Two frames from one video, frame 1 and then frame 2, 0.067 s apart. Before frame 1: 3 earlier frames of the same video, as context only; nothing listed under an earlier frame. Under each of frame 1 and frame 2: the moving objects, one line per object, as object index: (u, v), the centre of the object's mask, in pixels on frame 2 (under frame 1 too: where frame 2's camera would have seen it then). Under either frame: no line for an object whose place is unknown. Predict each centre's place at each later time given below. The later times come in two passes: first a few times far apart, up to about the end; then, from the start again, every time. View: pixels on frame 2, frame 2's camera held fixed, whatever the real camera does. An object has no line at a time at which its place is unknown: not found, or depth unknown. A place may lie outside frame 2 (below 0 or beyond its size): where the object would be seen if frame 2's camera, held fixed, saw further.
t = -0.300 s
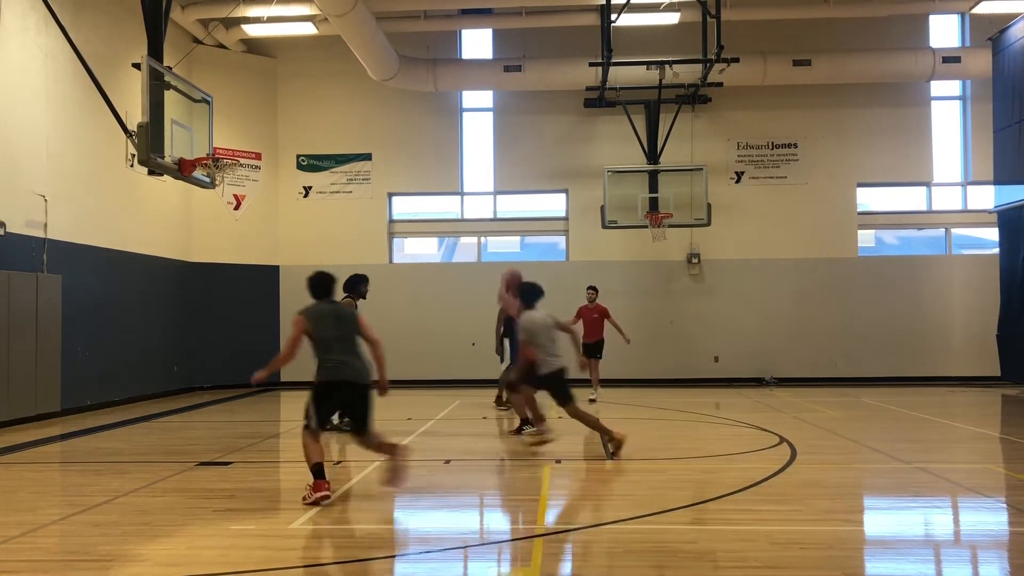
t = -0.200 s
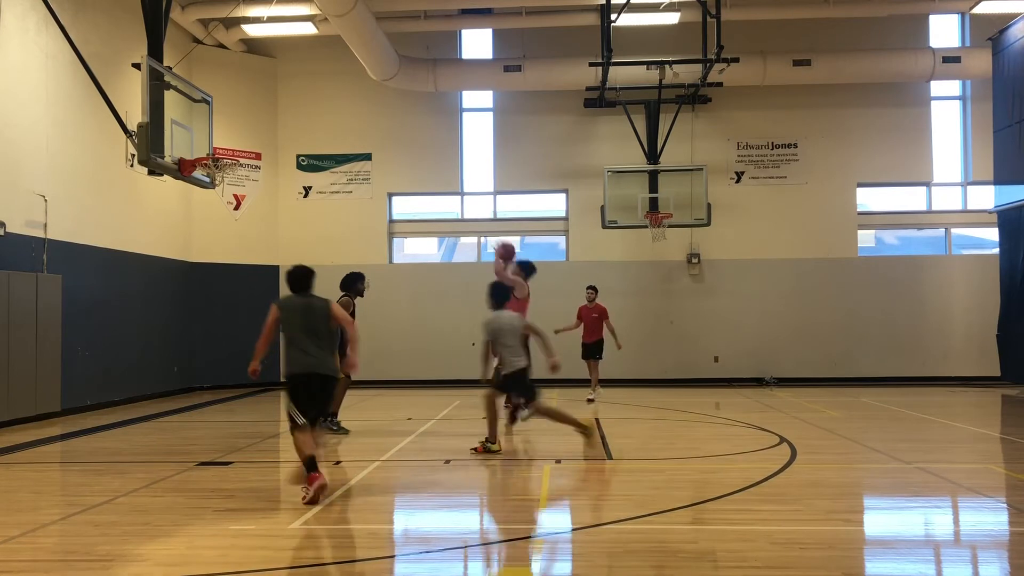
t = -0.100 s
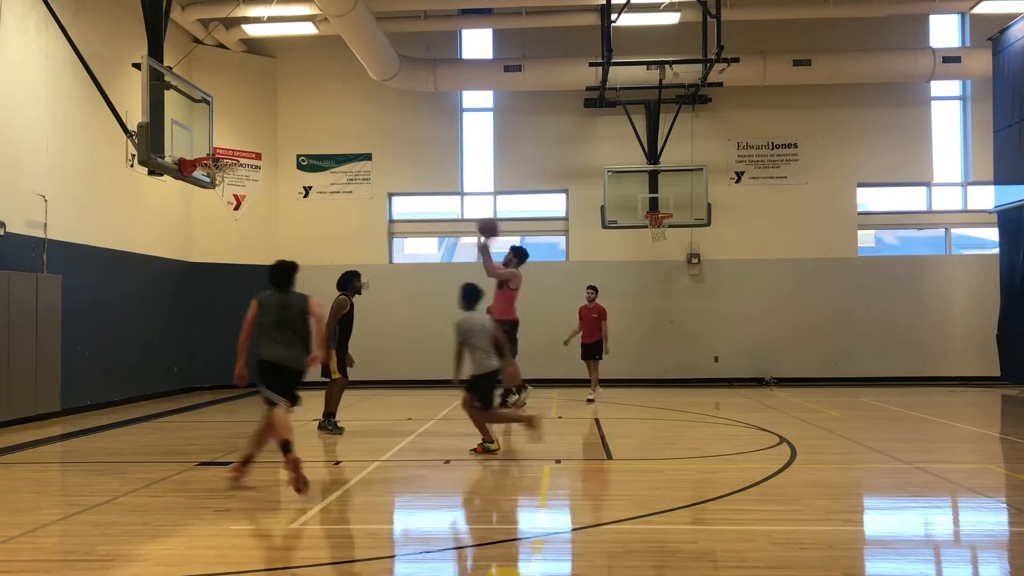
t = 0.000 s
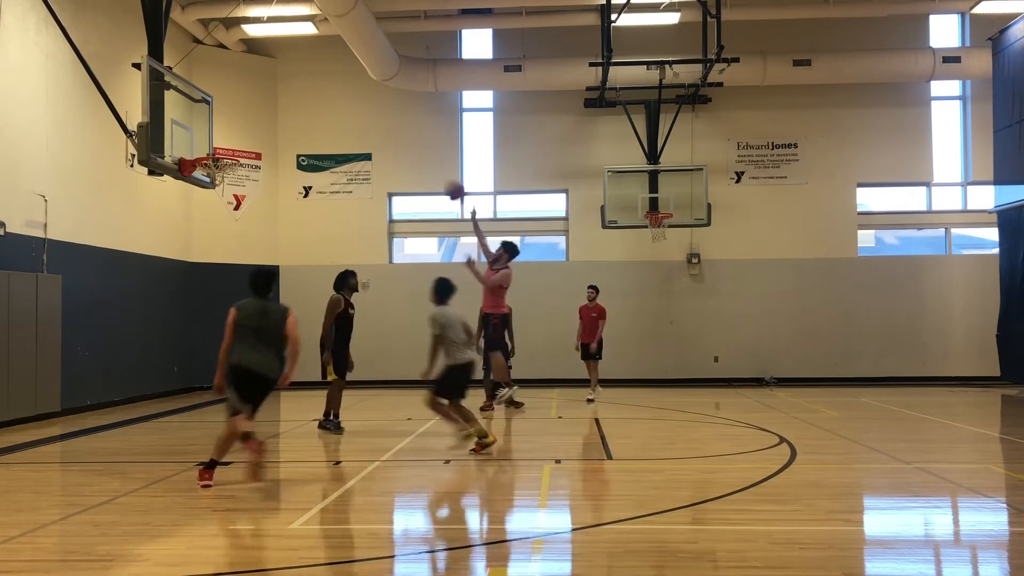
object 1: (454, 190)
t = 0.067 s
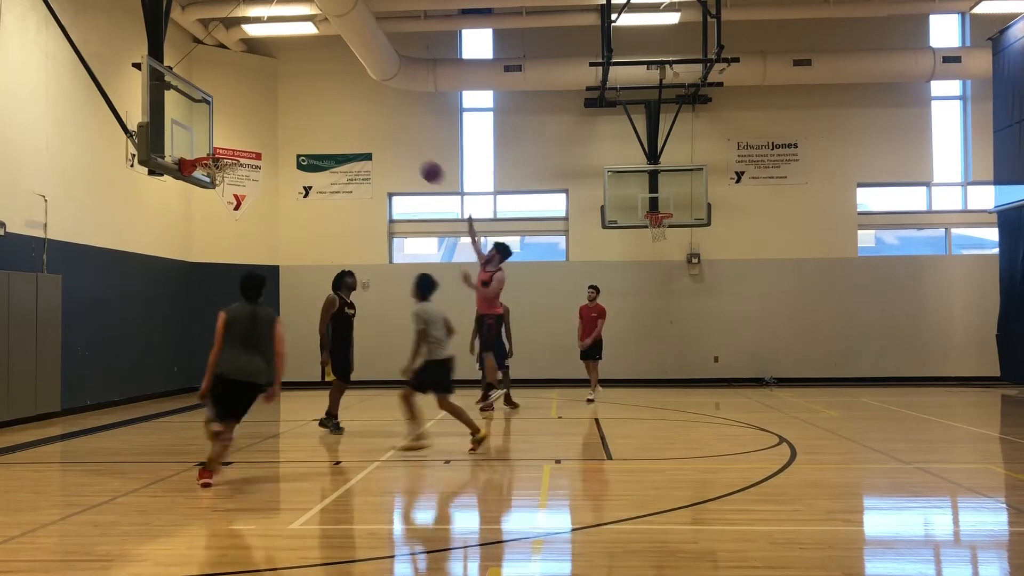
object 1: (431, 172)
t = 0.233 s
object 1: (371, 139)
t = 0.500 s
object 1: (276, 136)
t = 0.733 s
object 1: (210, 145)
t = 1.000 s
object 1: (224, 147)
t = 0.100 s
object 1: (419, 163)
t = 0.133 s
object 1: (408, 156)
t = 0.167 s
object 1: (395, 149)
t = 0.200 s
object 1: (383, 143)
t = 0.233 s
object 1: (371, 139)
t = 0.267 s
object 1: (359, 135)
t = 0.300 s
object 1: (347, 132)
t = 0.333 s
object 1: (335, 131)
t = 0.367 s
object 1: (323, 130)
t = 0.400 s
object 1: (311, 130)
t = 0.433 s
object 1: (299, 131)
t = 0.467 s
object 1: (288, 133)
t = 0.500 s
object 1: (276, 136)
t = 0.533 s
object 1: (264, 139)
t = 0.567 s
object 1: (252, 144)
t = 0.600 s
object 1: (240, 149)
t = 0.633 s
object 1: (232, 151)
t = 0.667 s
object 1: (224, 148)
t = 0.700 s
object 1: (217, 146)
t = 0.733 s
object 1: (210, 145)
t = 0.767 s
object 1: (203, 145)
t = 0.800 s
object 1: (196, 145)
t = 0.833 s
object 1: (199, 143)
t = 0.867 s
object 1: (204, 142)
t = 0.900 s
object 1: (209, 143)
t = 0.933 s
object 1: (214, 143)
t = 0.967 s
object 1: (219, 145)
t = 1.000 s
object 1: (224, 147)
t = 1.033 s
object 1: (230, 150)
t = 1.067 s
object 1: (231, 151)
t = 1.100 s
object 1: (228, 149)
